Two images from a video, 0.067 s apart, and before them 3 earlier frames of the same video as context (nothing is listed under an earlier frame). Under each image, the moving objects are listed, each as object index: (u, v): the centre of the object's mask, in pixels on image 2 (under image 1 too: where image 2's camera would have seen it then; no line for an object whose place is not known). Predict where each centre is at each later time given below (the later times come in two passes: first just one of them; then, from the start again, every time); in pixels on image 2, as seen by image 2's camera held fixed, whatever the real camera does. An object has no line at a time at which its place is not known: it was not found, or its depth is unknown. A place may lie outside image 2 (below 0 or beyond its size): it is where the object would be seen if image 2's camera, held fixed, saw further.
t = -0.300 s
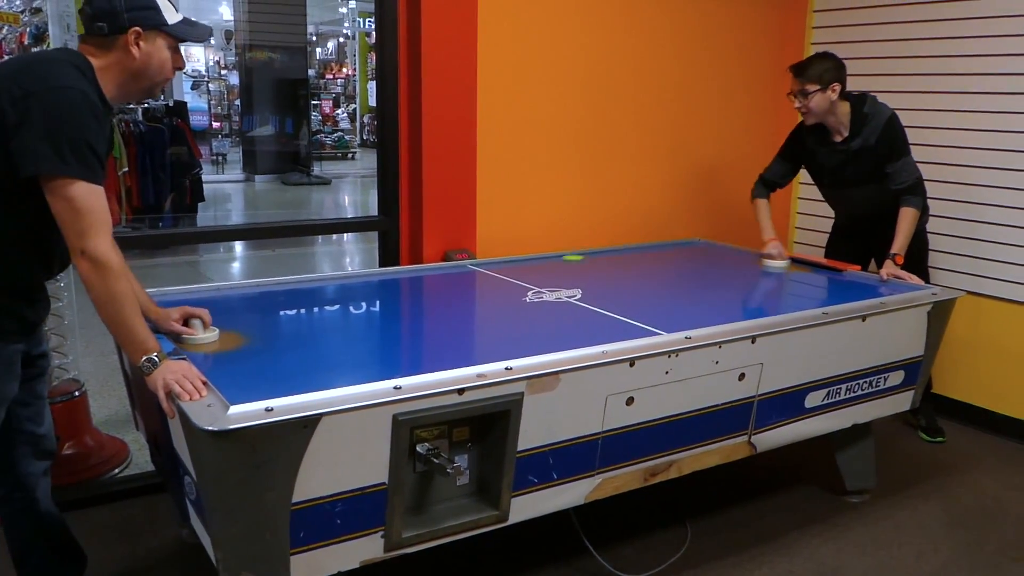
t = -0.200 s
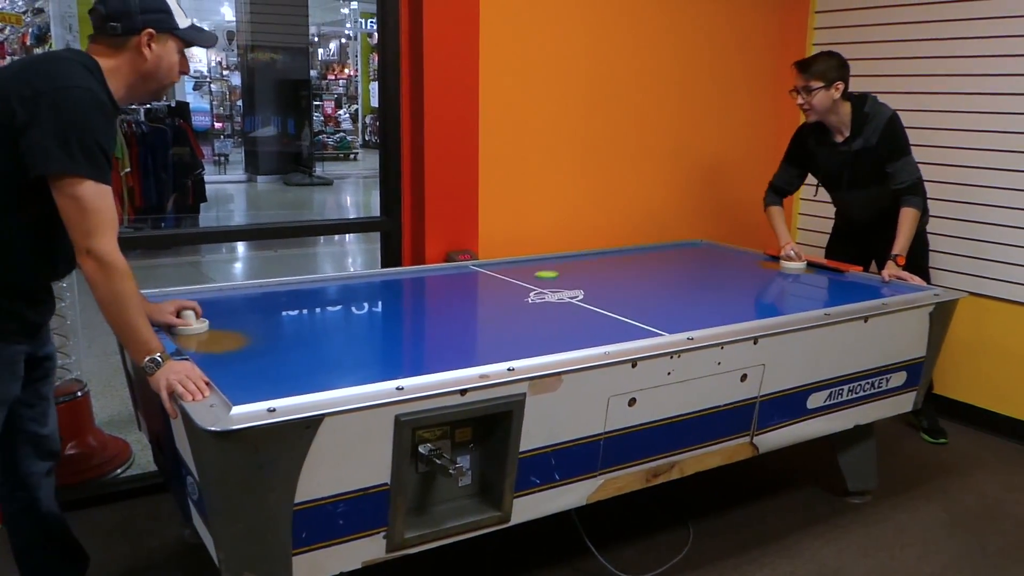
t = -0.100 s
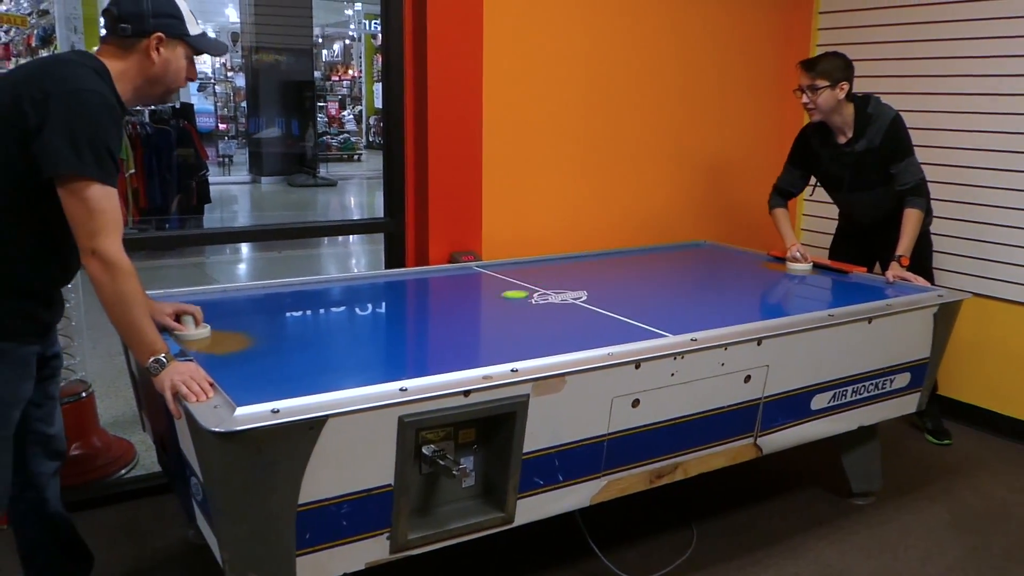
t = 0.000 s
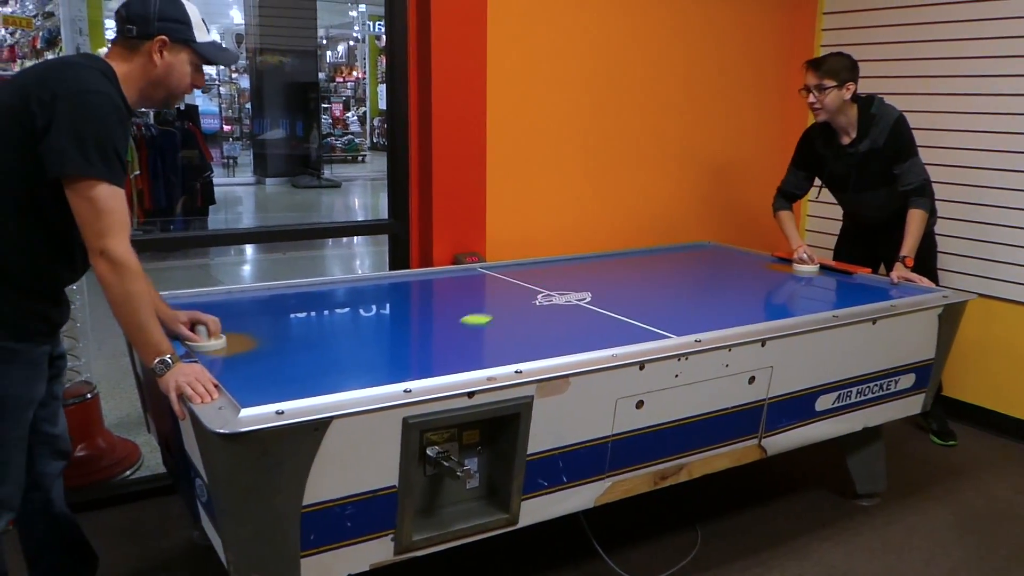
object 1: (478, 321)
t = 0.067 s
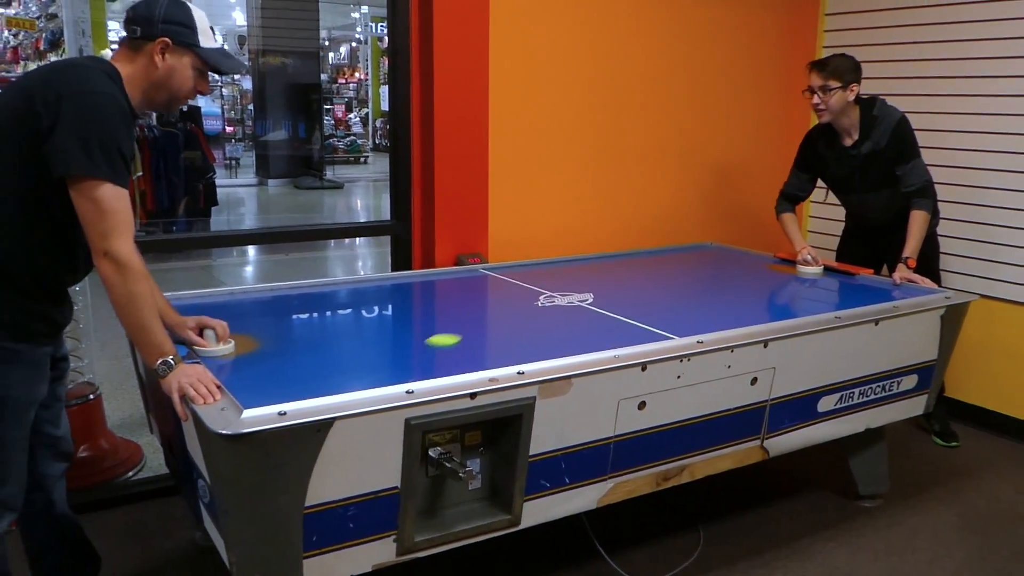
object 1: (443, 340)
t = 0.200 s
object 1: (351, 388)
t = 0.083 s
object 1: (433, 345)
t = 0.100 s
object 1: (424, 351)
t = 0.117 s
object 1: (413, 357)
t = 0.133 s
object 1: (402, 363)
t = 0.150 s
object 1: (390, 370)
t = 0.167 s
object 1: (378, 376)
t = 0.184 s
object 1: (365, 383)
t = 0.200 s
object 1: (351, 388)
